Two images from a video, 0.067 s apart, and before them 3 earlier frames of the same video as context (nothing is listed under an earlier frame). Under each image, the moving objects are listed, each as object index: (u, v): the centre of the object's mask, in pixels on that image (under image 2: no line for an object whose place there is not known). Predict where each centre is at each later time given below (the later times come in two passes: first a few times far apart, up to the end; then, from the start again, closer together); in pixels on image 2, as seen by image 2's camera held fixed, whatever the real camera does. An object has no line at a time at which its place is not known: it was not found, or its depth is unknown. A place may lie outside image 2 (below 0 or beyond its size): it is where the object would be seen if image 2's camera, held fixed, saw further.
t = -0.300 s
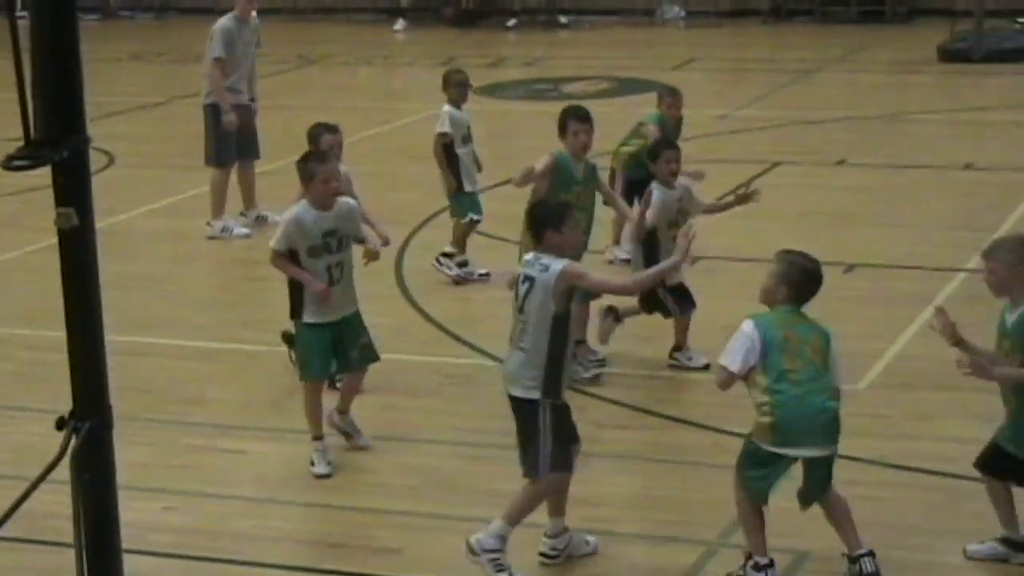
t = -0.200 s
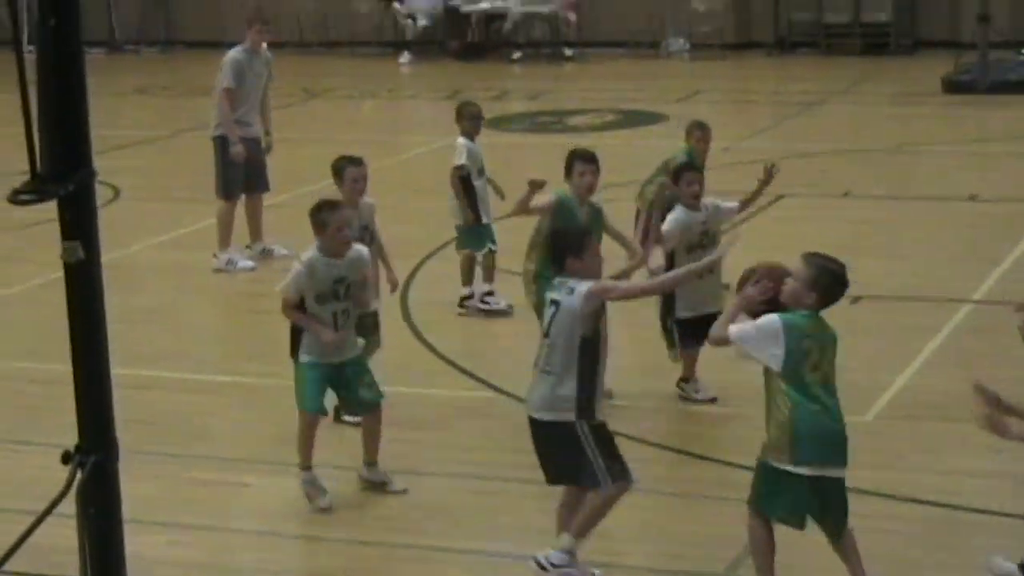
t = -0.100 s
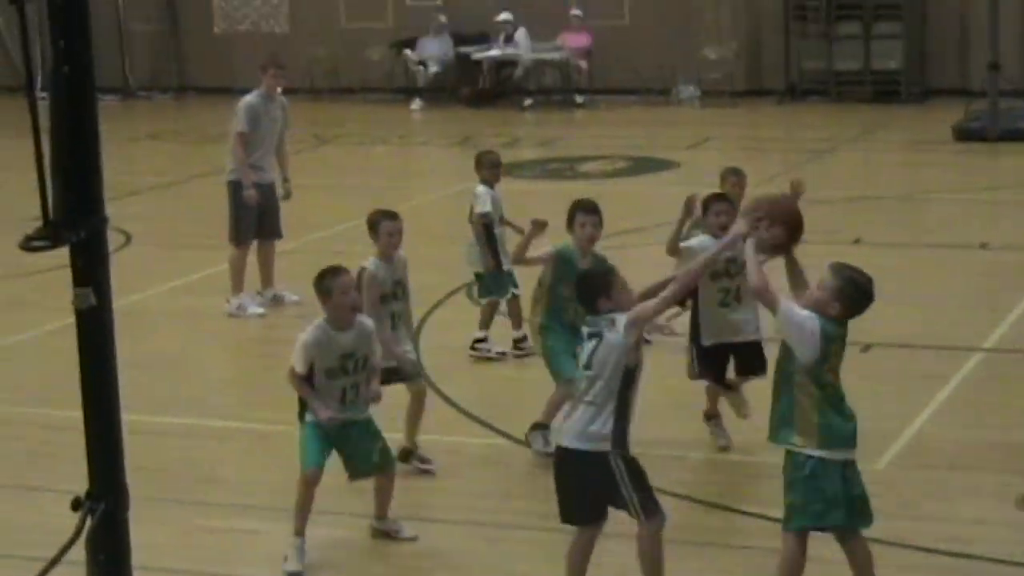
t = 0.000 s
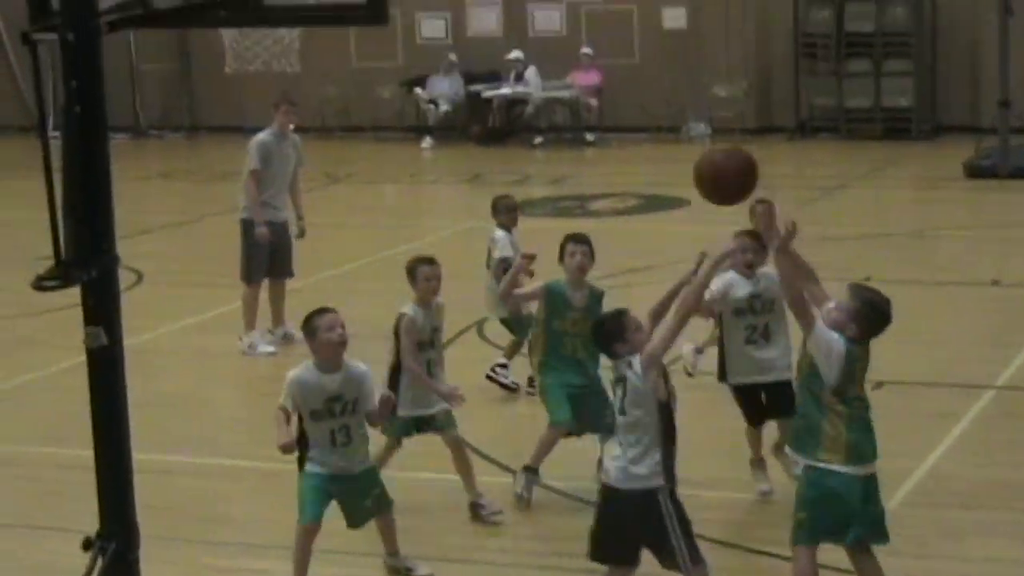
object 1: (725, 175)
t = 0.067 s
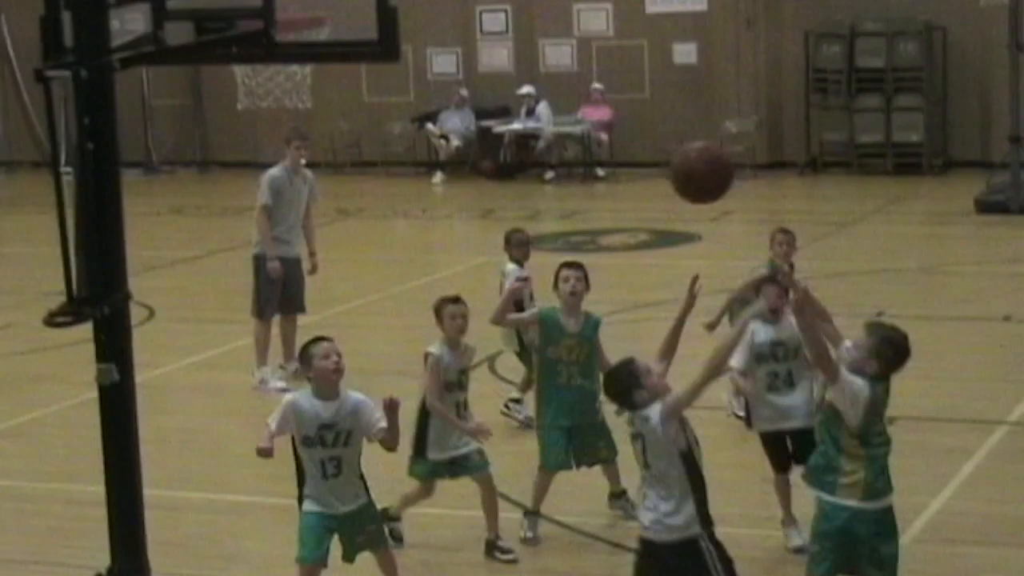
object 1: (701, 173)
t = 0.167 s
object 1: (649, 139)
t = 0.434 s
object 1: (519, 177)
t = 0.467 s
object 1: (504, 194)
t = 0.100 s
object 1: (684, 158)
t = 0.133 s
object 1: (667, 148)
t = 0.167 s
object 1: (649, 139)
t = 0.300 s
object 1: (584, 137)
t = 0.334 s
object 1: (569, 145)
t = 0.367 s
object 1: (552, 152)
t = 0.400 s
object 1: (535, 163)
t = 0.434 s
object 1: (519, 177)
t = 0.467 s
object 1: (504, 194)
